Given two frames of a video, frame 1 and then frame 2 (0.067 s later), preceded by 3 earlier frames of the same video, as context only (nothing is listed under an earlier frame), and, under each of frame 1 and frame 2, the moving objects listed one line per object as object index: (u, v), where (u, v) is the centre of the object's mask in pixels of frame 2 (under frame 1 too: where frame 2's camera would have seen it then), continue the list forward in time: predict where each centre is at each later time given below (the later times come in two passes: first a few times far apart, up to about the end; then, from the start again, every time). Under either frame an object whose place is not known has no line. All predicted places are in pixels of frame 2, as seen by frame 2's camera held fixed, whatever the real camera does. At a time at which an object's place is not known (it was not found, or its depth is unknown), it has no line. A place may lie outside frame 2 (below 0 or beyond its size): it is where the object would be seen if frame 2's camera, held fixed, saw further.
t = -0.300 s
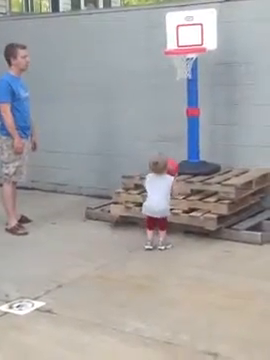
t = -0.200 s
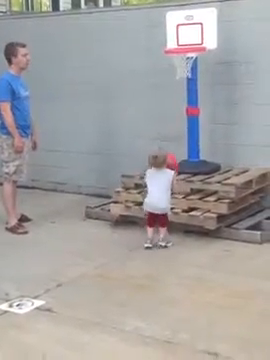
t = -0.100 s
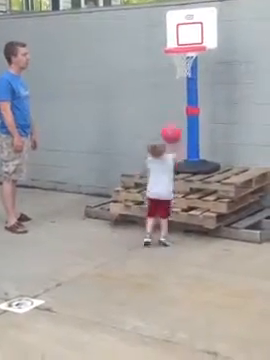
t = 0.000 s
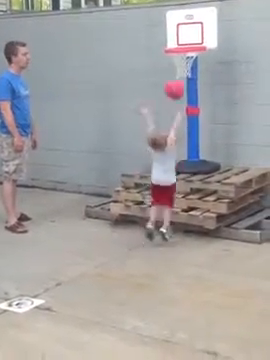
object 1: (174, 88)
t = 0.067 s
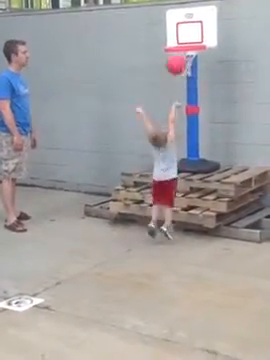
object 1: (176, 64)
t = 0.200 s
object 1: (179, 34)
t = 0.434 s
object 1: (175, 30)
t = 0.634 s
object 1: (165, 36)
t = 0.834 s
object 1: (154, 47)
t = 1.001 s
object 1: (143, 83)
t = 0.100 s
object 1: (176, 56)
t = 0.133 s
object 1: (177, 47)
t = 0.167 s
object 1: (178, 41)
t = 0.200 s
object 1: (179, 34)
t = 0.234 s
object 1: (179, 30)
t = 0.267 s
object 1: (180, 27)
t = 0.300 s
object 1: (180, 26)
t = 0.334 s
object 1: (181, 26)
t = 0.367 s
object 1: (181, 26)
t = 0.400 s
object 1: (178, 27)
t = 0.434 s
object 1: (175, 30)
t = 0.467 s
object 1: (171, 33)
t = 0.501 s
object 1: (169, 37)
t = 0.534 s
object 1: (168, 37)
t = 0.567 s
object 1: (167, 36)
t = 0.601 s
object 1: (165, 35)
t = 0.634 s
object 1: (165, 36)
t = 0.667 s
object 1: (163, 38)
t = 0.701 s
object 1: (162, 40)
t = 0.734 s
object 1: (160, 41)
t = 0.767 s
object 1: (158, 41)
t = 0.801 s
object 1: (156, 43)
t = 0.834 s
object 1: (154, 47)
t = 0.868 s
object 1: (152, 52)
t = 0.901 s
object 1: (150, 58)
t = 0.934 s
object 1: (147, 65)
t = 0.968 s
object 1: (145, 75)
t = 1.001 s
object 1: (143, 83)
